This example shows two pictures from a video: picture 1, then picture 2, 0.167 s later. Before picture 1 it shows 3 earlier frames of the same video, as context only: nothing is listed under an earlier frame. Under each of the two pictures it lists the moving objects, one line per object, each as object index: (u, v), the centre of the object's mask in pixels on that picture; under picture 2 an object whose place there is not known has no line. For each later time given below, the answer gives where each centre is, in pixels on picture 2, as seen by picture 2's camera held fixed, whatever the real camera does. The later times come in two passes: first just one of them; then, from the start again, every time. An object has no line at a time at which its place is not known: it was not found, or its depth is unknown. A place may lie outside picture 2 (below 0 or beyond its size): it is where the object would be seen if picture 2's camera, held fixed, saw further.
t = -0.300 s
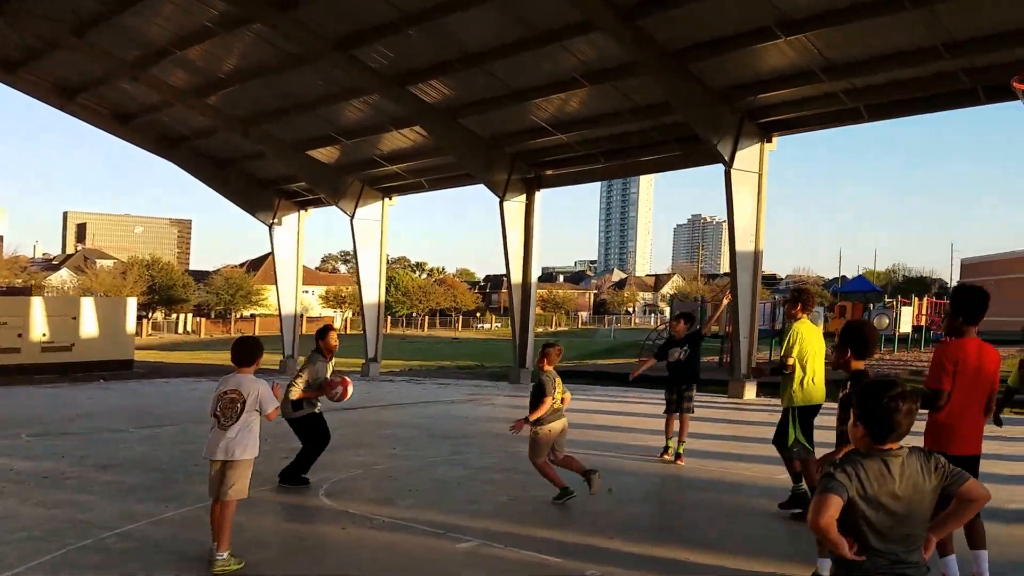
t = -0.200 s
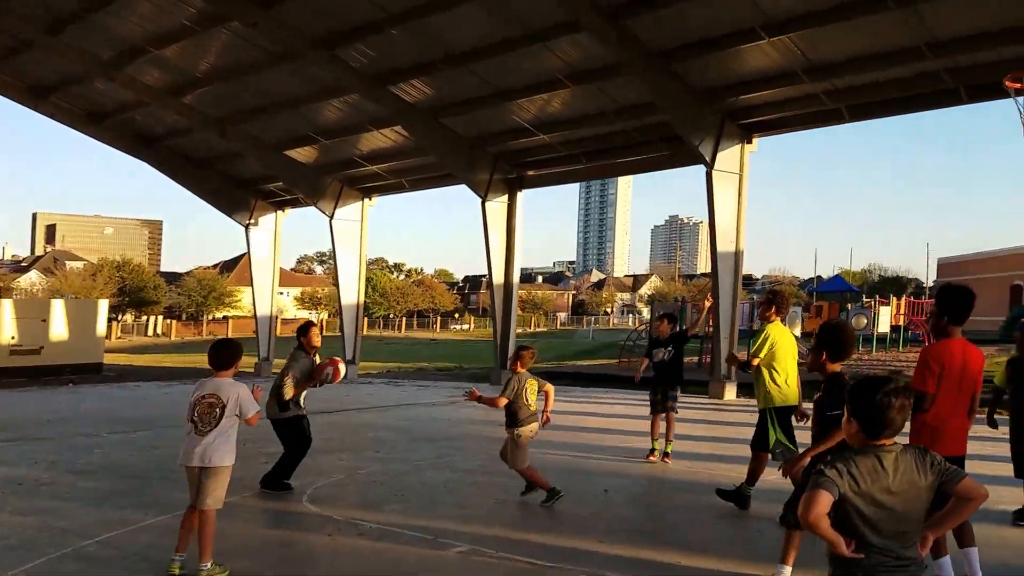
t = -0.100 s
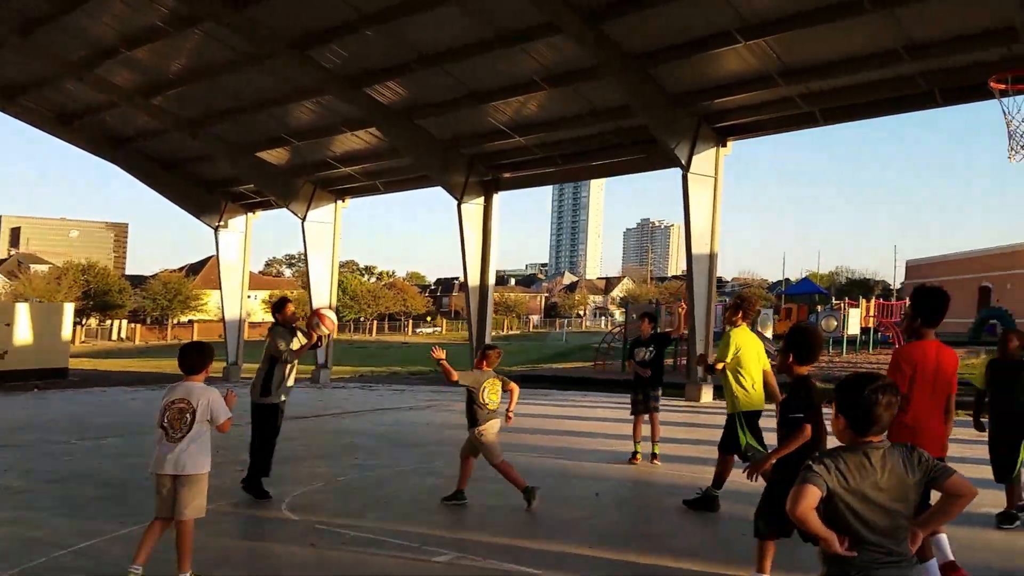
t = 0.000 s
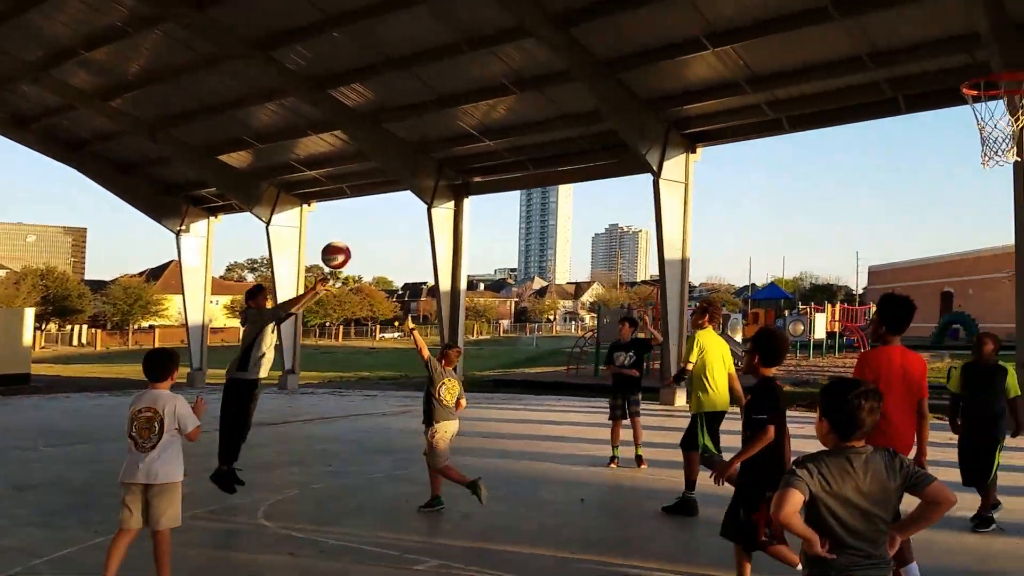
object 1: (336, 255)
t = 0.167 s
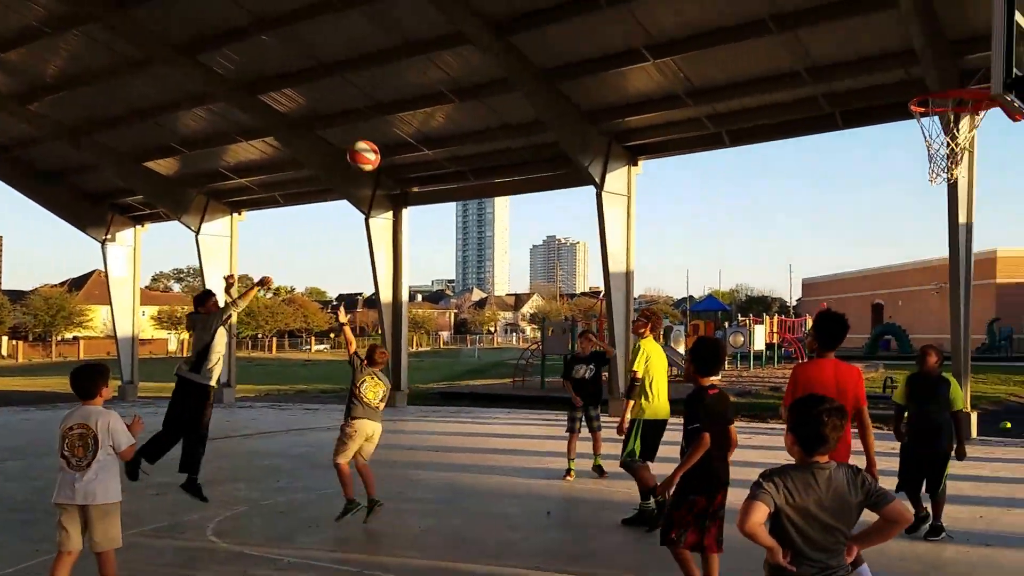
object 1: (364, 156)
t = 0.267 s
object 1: (422, 102)
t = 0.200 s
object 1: (383, 136)
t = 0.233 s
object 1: (402, 119)
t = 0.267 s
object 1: (422, 102)
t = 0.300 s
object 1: (440, 86)
